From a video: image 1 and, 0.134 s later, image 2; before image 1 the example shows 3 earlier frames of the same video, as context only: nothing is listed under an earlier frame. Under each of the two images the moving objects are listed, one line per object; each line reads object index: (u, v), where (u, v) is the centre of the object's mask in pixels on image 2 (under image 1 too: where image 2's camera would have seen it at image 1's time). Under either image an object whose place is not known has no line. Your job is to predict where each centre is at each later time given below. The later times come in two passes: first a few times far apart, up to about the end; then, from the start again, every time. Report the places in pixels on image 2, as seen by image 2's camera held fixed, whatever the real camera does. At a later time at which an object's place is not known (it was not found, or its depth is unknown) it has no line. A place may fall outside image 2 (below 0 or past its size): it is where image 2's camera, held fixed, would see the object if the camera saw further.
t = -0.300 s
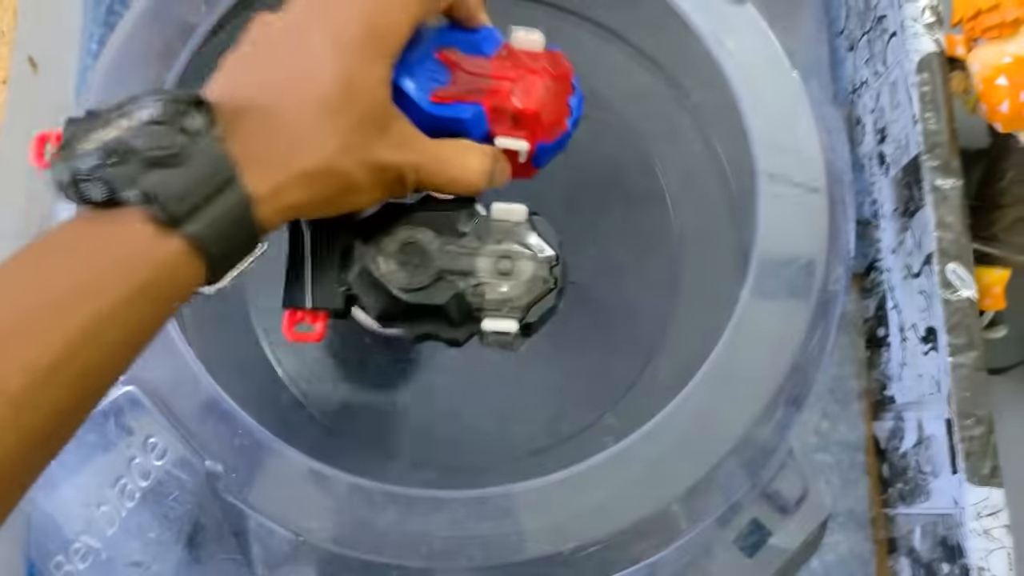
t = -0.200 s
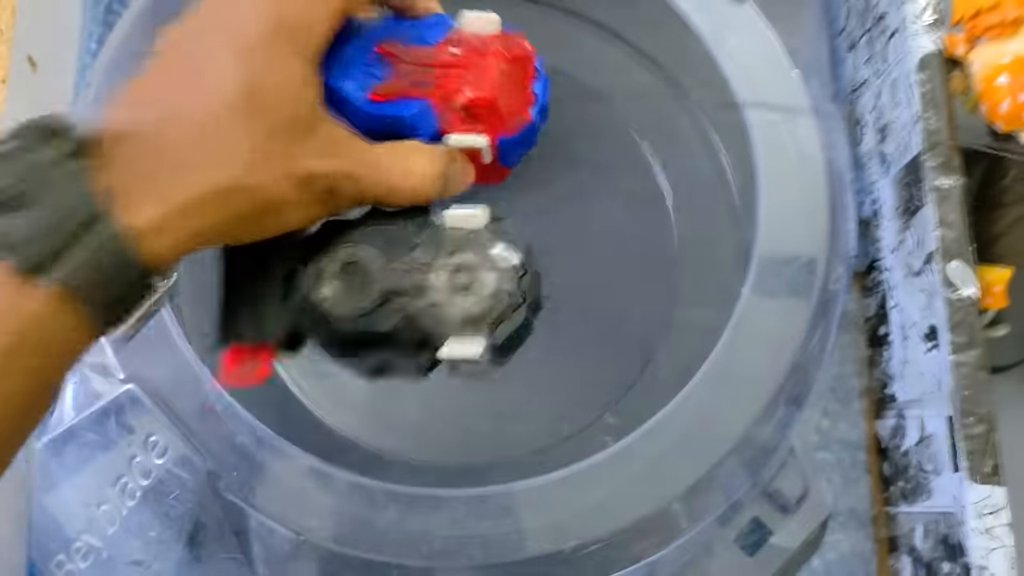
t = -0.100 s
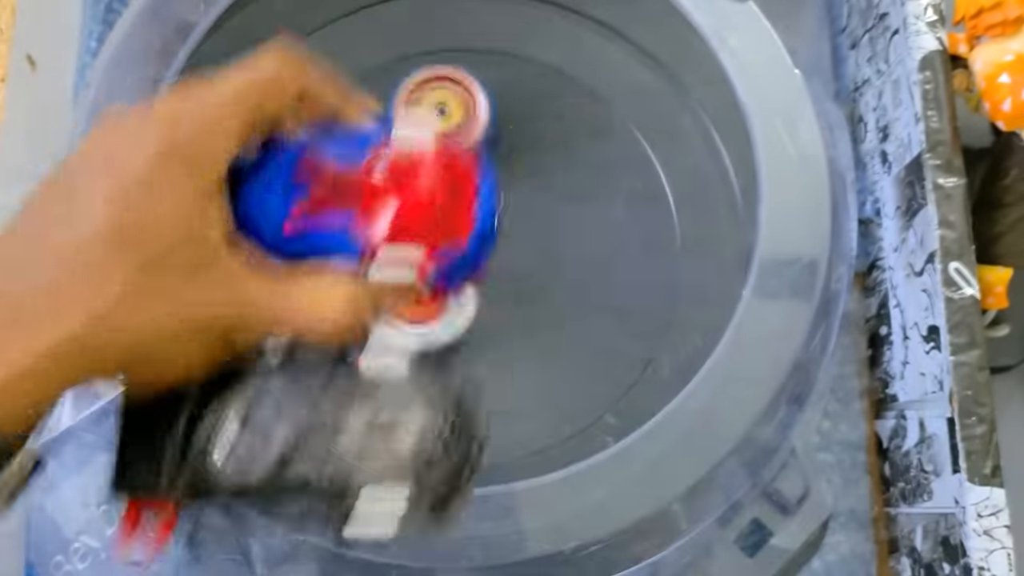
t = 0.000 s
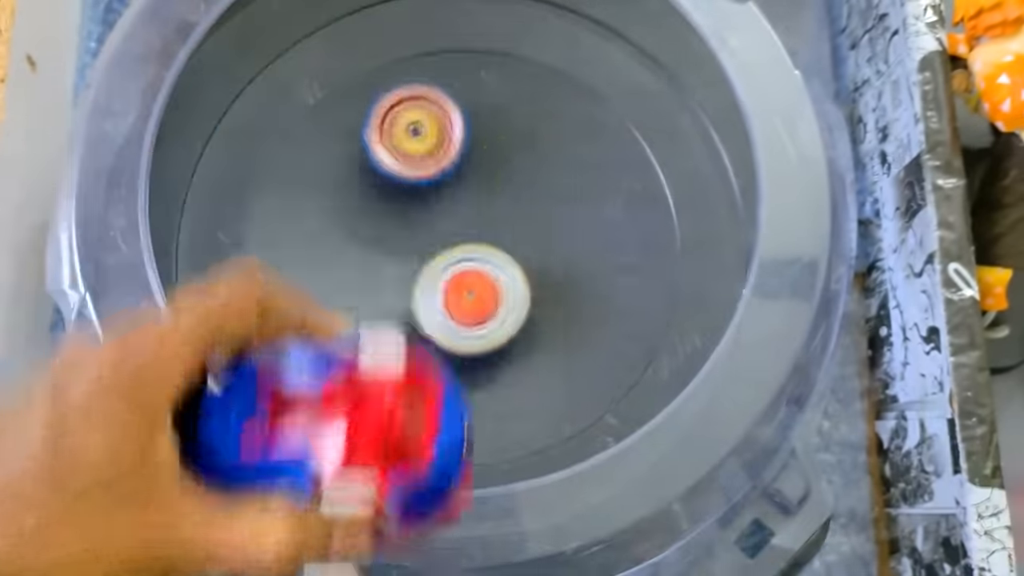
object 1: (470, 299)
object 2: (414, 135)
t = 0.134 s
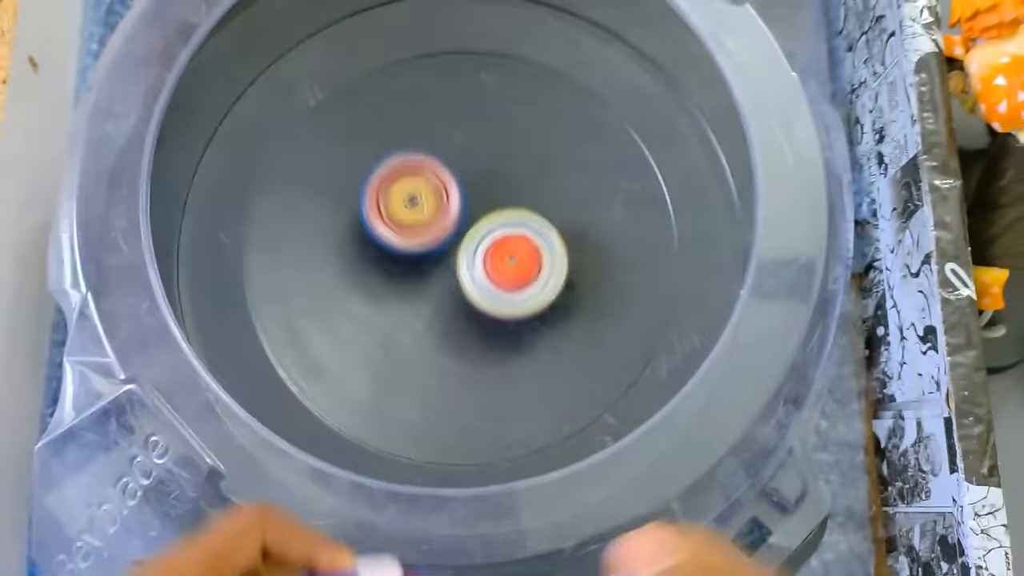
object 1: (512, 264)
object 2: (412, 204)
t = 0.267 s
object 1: (574, 252)
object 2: (366, 244)
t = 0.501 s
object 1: (552, 174)
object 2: (560, 305)
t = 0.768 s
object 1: (447, 186)
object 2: (634, 58)
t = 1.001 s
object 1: (417, 275)
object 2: (511, 21)
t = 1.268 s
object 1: (492, 324)
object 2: (451, 30)
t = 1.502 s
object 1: (533, 266)
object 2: (375, 139)
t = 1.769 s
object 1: (459, 213)
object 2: (481, 441)
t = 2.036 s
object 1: (396, 265)
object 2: (734, 406)
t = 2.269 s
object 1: (444, 308)
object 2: (744, 298)
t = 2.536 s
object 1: (488, 244)
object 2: (683, 143)
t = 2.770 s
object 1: (440, 196)
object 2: (543, 84)
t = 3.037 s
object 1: (400, 241)
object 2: (234, 223)
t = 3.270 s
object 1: (460, 263)
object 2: (254, 426)
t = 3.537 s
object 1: (493, 203)
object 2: (389, 505)
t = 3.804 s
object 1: (440, 196)
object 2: (484, 484)
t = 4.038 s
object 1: (455, 252)
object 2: (561, 398)
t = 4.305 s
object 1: (518, 244)
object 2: (515, 84)
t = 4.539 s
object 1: (495, 207)
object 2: (256, 76)
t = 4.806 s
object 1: (453, 252)
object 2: (199, 193)
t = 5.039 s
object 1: (485, 288)
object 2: (215, 245)
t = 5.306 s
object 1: (503, 249)
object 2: (343, 333)
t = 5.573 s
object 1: (443, 243)
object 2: (622, 209)
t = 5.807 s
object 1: (432, 283)
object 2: (532, 22)
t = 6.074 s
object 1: (474, 261)
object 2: (424, 20)
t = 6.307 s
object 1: (442, 222)
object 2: (395, 66)
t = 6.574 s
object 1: (491, 391)
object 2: (261, 56)
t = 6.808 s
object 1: (578, 366)
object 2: (262, 79)
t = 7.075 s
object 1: (596, 278)
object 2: (301, 84)
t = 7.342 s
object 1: (524, 200)
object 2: (386, 254)
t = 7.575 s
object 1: (432, 190)
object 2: (588, 285)
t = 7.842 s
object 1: (373, 237)
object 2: (637, 139)
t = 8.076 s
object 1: (391, 286)
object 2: (453, 164)
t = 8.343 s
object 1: (426, 384)
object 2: (433, 129)
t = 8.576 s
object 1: (502, 331)
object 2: (434, 181)
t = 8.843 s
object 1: (543, 279)
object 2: (437, 203)
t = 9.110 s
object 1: (529, 257)
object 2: (385, 195)
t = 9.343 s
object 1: (509, 254)
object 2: (316, 212)
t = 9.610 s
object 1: (489, 255)
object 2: (370, 243)
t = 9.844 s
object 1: (499, 274)
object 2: (370, 229)
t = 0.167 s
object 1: (530, 262)
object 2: (399, 212)
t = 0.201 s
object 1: (552, 263)
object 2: (381, 217)
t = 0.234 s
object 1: (567, 259)
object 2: (370, 227)
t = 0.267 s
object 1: (574, 252)
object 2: (366, 244)
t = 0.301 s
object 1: (577, 242)
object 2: (371, 263)
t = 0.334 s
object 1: (578, 230)
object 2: (385, 283)
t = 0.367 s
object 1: (577, 217)
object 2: (410, 303)
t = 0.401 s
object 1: (573, 205)
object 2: (445, 317)
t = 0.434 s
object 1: (568, 194)
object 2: (481, 323)
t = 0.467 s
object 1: (561, 183)
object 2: (522, 318)
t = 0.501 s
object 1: (552, 174)
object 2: (560, 305)
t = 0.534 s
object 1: (541, 168)
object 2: (592, 284)
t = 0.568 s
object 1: (528, 164)
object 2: (620, 258)
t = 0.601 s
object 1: (515, 162)
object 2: (638, 227)
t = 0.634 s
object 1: (501, 163)
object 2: (648, 192)
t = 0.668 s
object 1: (486, 165)
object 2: (652, 155)
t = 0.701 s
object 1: (472, 170)
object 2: (647, 118)
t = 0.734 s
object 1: (459, 177)
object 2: (640, 83)
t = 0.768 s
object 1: (447, 186)
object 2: (634, 58)
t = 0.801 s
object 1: (437, 196)
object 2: (629, 39)
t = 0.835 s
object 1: (428, 208)
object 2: (616, 30)
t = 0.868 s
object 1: (421, 221)
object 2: (595, 26)
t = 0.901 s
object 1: (416, 234)
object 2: (567, 25)
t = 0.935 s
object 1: (414, 248)
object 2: (543, 23)
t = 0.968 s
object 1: (414, 262)
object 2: (525, 22)
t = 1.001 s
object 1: (417, 275)
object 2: (511, 21)
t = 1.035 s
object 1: (422, 287)
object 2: (499, 21)
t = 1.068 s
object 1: (428, 297)
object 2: (488, 22)
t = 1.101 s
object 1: (437, 307)
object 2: (480, 22)
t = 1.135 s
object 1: (447, 314)
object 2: (472, 23)
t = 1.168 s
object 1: (458, 320)
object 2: (465, 24)
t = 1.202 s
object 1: (470, 324)
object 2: (459, 25)
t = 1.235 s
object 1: (481, 325)
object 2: (455, 28)
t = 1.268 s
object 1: (492, 324)
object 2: (451, 30)
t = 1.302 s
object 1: (504, 321)
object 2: (448, 32)
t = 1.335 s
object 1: (513, 315)
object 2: (445, 37)
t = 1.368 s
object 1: (521, 308)
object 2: (439, 44)
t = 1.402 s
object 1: (527, 300)
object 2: (429, 59)
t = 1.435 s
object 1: (531, 290)
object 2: (415, 80)
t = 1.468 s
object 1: (533, 278)
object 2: (397, 107)
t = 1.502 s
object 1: (533, 266)
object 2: (375, 139)
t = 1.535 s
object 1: (530, 254)
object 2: (357, 178)
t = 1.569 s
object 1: (524, 244)
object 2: (345, 222)
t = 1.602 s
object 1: (516, 234)
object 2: (343, 270)
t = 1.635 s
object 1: (507, 225)
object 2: (353, 315)
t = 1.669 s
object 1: (496, 219)
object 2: (373, 361)
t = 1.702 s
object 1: (484, 215)
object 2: (401, 399)
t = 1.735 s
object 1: (472, 213)
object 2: (441, 428)
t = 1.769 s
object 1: (459, 213)
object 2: (481, 441)
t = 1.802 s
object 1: (447, 214)
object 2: (529, 453)
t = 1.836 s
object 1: (436, 218)
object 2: (575, 463)
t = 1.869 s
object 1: (425, 223)
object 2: (613, 468)
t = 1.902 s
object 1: (415, 229)
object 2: (646, 463)
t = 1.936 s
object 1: (408, 237)
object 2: (675, 445)
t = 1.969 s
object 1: (402, 246)
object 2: (700, 432)
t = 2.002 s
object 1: (398, 255)
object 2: (723, 421)
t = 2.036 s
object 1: (396, 265)
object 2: (734, 406)
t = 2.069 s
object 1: (397, 275)
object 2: (737, 387)
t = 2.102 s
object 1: (400, 285)
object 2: (738, 370)
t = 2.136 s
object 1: (405, 293)
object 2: (741, 356)
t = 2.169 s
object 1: (413, 299)
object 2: (742, 341)
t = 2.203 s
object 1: (422, 305)
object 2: (745, 329)
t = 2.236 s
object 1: (432, 308)
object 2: (746, 315)
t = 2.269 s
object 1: (444, 308)
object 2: (744, 298)
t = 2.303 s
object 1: (455, 305)
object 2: (739, 275)
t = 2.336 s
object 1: (465, 301)
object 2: (732, 248)
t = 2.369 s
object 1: (473, 294)
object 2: (723, 220)
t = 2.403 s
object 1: (480, 285)
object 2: (712, 199)
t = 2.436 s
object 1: (485, 276)
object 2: (708, 181)
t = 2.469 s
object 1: (488, 265)
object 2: (701, 166)
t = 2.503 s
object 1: (489, 254)
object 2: (692, 154)
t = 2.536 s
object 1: (488, 244)
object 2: (683, 143)
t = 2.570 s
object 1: (485, 234)
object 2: (671, 133)
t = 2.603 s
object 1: (481, 224)
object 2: (660, 126)
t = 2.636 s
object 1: (475, 216)
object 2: (648, 117)
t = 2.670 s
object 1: (467, 208)
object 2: (631, 108)
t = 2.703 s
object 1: (458, 203)
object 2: (609, 100)
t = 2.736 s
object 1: (450, 198)
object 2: (578, 91)
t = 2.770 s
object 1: (440, 196)
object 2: (543, 84)
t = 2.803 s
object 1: (430, 196)
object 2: (503, 78)
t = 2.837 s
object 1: (421, 198)
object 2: (459, 77)
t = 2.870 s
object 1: (413, 202)
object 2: (410, 82)
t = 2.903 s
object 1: (406, 208)
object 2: (365, 96)
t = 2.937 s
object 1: (401, 215)
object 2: (323, 117)
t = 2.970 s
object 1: (399, 223)
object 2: (285, 147)
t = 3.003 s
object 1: (398, 233)
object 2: (253, 184)
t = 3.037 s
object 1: (400, 241)
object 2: (234, 223)
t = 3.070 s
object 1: (404, 249)
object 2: (219, 265)
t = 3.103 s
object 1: (411, 256)
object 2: (212, 299)
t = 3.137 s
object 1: (419, 261)
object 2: (200, 330)
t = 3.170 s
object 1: (429, 265)
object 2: (195, 355)
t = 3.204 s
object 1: (440, 267)
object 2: (209, 379)
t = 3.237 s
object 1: (450, 266)
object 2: (232, 404)
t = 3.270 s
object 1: (460, 263)
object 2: (254, 426)
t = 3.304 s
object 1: (469, 259)
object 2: (273, 446)
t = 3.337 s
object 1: (477, 252)
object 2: (290, 462)
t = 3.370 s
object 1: (484, 245)
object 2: (308, 474)
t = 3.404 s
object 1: (490, 238)
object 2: (327, 483)
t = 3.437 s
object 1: (493, 230)
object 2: (344, 492)
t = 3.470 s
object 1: (495, 220)
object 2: (359, 498)
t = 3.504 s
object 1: (495, 211)
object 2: (375, 502)
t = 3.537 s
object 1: (493, 203)
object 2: (389, 505)
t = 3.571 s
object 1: (489, 195)
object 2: (402, 507)
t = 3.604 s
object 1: (484, 189)
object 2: (416, 507)
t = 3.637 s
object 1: (477, 185)
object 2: (429, 505)
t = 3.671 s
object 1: (469, 183)
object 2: (442, 503)
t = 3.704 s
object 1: (461, 183)
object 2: (453, 500)
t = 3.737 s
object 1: (453, 185)
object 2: (464, 495)
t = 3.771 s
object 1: (445, 190)
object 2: (474, 490)
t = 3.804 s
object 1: (440, 196)
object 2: (484, 484)
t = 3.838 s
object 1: (437, 203)
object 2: (493, 476)
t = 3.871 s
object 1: (435, 212)
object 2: (501, 468)
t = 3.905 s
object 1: (436, 221)
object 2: (510, 460)
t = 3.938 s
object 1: (439, 230)
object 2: (517, 450)
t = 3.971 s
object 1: (442, 239)
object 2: (528, 438)
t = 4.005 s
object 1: (447, 246)
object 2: (543, 421)
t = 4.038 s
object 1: (455, 252)
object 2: (561, 398)
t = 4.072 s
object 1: (463, 256)
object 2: (578, 368)
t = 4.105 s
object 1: (471, 259)
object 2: (597, 330)
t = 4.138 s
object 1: (480, 260)
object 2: (608, 287)
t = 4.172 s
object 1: (489, 261)
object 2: (610, 240)
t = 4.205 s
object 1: (498, 259)
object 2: (602, 193)
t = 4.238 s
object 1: (506, 256)
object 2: (582, 150)
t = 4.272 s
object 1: (513, 251)
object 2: (552, 113)
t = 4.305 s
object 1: (518, 244)
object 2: (515, 84)
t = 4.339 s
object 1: (521, 237)
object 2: (476, 63)
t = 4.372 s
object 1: (522, 230)
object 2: (432, 50)
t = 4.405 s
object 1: (521, 222)
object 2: (388, 47)
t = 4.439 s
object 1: (516, 216)
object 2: (346, 54)
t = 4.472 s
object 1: (510, 211)
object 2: (309, 62)
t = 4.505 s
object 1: (503, 208)
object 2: (278, 69)
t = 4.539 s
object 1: (495, 207)
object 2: (256, 76)
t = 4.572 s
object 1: (487, 208)
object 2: (238, 82)
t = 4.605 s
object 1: (478, 211)
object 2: (225, 94)
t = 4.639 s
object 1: (471, 216)
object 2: (217, 114)
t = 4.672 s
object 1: (465, 221)
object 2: (211, 136)
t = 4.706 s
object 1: (460, 229)
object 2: (206, 155)
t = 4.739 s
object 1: (456, 236)
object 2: (203, 170)
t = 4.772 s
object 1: (453, 244)
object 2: (201, 182)
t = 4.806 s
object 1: (453, 252)
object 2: (199, 193)
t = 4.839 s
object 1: (454, 260)
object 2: (199, 202)
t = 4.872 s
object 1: (457, 267)
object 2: (200, 211)
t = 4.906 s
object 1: (461, 274)
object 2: (201, 219)
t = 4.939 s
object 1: (465, 280)
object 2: (204, 227)
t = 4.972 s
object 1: (471, 284)
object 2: (206, 233)
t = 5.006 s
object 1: (478, 287)
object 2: (210, 239)
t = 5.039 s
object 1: (485, 288)
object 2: (215, 245)
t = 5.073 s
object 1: (492, 288)
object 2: (220, 249)
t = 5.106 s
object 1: (499, 285)
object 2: (227, 254)
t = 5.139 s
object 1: (504, 281)
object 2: (234, 259)
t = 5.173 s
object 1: (509, 276)
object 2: (245, 267)
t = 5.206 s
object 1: (510, 270)
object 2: (261, 278)
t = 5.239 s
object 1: (510, 262)
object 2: (283, 295)
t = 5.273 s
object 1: (508, 255)
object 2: (310, 312)
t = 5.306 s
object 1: (503, 249)
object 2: (343, 333)
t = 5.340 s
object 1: (498, 243)
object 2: (385, 350)
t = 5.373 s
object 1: (491, 239)
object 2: (428, 355)
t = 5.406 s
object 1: (483, 237)
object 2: (474, 352)
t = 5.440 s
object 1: (474, 235)
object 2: (518, 337)
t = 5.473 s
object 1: (466, 236)
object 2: (556, 315)
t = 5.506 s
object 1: (457, 237)
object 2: (588, 284)
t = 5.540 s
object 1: (450, 239)
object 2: (609, 248)
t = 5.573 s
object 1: (443, 243)
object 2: (622, 209)
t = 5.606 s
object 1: (437, 247)
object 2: (623, 168)
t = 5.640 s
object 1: (432, 253)
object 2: (617, 127)
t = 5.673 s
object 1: (428, 259)
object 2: (602, 90)
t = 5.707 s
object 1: (427, 266)
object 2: (580, 60)
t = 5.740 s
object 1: (426, 272)
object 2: (560, 41)
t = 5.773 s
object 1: (428, 278)
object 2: (545, 29)
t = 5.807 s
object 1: (432, 283)
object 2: (532, 22)
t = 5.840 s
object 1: (436, 287)
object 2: (524, 17)
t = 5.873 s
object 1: (442, 290)
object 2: (514, 14)
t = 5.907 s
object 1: (449, 290)
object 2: (500, 13)
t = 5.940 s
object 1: (456, 289)
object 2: (481, 14)
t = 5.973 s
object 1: (468, 281)
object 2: (446, 15)
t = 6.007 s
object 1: (471, 275)
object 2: (438, 17)
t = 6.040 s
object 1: (474, 268)
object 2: (430, 18)
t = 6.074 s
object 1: (474, 261)
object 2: (424, 20)
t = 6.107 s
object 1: (473, 253)
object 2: (419, 23)
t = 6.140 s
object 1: (471, 246)
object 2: (414, 26)
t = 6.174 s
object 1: (468, 238)
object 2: (411, 29)
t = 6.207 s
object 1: (463, 232)
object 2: (408, 33)
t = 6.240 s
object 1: (457, 227)
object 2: (405, 38)
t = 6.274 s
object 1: (450, 224)
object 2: (401, 48)
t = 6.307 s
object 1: (442, 222)
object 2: (395, 66)
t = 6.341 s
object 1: (436, 221)
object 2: (385, 89)
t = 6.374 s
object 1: (429, 222)
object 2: (373, 118)
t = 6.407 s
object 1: (431, 246)
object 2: (351, 118)
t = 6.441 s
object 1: (442, 292)
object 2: (323, 94)
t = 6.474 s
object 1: (454, 329)
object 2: (296, 78)
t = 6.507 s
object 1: (466, 360)
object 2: (279, 69)
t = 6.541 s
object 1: (478, 380)
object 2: (268, 61)
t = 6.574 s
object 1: (491, 391)
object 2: (261, 56)
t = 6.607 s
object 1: (505, 393)
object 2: (260, 61)
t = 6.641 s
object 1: (519, 392)
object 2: (259, 70)
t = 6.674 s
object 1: (533, 389)
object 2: (258, 77)
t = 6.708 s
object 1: (547, 385)
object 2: (257, 79)
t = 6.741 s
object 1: (559, 380)
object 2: (258, 81)
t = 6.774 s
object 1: (569, 374)
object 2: (259, 80)
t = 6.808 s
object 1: (578, 366)
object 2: (262, 79)
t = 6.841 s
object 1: (586, 358)
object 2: (265, 77)
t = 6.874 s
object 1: (593, 348)
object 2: (270, 77)
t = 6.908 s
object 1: (597, 337)
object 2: (275, 78)
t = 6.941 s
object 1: (600, 326)
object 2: (279, 78)
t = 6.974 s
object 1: (602, 315)
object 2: (284, 79)
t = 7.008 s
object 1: (601, 302)
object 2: (289, 80)
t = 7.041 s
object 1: (599, 290)
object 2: (295, 82)
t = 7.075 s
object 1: (596, 278)
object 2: (301, 84)
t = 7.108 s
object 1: (591, 265)
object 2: (307, 87)
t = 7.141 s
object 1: (584, 254)
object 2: (313, 95)
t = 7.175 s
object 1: (577, 243)
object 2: (320, 112)
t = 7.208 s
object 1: (568, 232)
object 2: (327, 133)
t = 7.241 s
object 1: (558, 223)
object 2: (336, 160)
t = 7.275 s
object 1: (548, 214)
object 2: (348, 193)
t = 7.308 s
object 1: (535, 206)
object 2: (365, 226)
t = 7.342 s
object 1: (524, 200)
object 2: (386, 254)
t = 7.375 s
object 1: (510, 194)
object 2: (411, 278)
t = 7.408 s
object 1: (497, 190)
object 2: (444, 295)
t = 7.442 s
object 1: (483, 188)
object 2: (473, 305)
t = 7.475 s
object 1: (470, 186)
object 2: (502, 308)
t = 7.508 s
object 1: (457, 186)
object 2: (534, 305)
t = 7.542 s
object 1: (444, 187)
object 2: (561, 298)
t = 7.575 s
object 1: (432, 190)
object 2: (588, 285)
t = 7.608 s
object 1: (420, 193)
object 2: (615, 269)
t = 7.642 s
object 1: (410, 198)
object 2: (635, 250)
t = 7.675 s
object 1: (401, 202)
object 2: (652, 228)
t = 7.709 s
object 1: (393, 208)
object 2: (661, 206)
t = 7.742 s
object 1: (386, 215)
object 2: (663, 184)
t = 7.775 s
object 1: (381, 222)
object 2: (659, 165)
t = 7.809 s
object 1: (376, 229)
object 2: (651, 151)
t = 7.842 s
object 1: (373, 237)
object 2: (637, 139)
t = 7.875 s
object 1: (371, 245)
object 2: (618, 128)
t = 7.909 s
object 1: (371, 253)
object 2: (595, 121)
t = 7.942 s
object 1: (371, 260)
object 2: (571, 119)
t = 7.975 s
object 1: (374, 268)
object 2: (541, 121)
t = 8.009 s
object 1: (378, 275)
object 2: (509, 131)
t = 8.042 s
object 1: (384, 281)
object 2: (481, 145)
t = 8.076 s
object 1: (391, 286)
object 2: (453, 164)
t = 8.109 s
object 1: (399, 290)
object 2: (430, 186)
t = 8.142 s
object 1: (395, 318)
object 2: (433, 172)
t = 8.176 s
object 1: (389, 346)
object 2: (439, 153)
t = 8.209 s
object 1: (389, 367)
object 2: (442, 138)
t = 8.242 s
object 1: (393, 379)
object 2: (442, 131)
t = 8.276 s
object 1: (401, 384)
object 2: (439, 128)
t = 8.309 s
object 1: (413, 385)
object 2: (435, 127)
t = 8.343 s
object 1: (426, 384)
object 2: (433, 129)
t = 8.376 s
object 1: (439, 381)
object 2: (432, 134)
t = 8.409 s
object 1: (452, 376)
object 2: (431, 141)
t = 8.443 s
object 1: (466, 370)
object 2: (430, 147)
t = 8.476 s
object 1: (477, 362)
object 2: (430, 154)
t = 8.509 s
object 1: (486, 352)
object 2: (431, 163)
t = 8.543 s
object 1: (494, 342)
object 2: (432, 171)
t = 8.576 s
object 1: (502, 331)
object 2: (434, 181)
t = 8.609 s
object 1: (508, 319)
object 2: (437, 193)
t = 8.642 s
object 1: (512, 307)
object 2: (441, 206)
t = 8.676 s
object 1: (516, 300)
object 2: (445, 214)
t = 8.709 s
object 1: (528, 307)
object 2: (440, 205)
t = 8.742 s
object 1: (536, 307)
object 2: (438, 199)
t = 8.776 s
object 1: (540, 301)
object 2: (438, 198)
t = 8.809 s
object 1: (542, 290)
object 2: (438, 200)
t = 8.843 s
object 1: (543, 279)
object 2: (437, 203)
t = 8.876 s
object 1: (541, 269)
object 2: (437, 206)
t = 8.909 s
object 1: (539, 260)
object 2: (437, 209)
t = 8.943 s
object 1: (542, 258)
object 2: (429, 205)
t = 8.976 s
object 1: (541, 256)
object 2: (424, 205)
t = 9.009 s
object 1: (535, 252)
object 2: (420, 207)
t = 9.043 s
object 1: (527, 249)
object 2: (418, 211)
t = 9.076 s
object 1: (526, 251)
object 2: (407, 204)
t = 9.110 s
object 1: (529, 257)
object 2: (385, 195)
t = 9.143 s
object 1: (529, 261)
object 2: (367, 191)
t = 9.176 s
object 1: (526, 262)
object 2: (351, 191)
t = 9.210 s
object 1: (523, 261)
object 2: (337, 194)
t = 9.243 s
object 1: (519, 259)
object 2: (326, 198)
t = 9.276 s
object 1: (516, 257)
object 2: (319, 203)
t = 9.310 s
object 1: (512, 255)
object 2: (316, 207)
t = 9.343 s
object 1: (509, 254)
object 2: (316, 212)
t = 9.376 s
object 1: (506, 253)
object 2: (320, 217)
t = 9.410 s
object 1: (502, 253)
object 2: (326, 222)
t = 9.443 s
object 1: (498, 252)
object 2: (334, 227)
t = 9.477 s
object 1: (493, 252)
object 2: (341, 231)
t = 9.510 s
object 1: (489, 252)
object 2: (349, 235)
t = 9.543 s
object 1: (485, 252)
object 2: (360, 239)
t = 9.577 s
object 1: (482, 252)
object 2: (372, 245)
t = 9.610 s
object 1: (489, 255)
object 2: (370, 243)
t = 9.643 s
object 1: (494, 258)
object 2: (368, 242)
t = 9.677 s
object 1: (494, 261)
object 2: (371, 242)
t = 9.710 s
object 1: (492, 263)
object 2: (374, 244)
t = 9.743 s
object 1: (492, 265)
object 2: (375, 241)
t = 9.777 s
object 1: (497, 270)
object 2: (369, 235)
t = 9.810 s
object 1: (499, 273)
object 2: (368, 231)
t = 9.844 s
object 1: (499, 274)
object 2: (370, 229)
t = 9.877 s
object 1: (497, 274)
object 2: (372, 228)
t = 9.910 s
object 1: (493, 273)
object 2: (374, 228)
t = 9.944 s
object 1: (488, 271)
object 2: (380, 228)
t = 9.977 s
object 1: (487, 271)
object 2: (382, 222)
